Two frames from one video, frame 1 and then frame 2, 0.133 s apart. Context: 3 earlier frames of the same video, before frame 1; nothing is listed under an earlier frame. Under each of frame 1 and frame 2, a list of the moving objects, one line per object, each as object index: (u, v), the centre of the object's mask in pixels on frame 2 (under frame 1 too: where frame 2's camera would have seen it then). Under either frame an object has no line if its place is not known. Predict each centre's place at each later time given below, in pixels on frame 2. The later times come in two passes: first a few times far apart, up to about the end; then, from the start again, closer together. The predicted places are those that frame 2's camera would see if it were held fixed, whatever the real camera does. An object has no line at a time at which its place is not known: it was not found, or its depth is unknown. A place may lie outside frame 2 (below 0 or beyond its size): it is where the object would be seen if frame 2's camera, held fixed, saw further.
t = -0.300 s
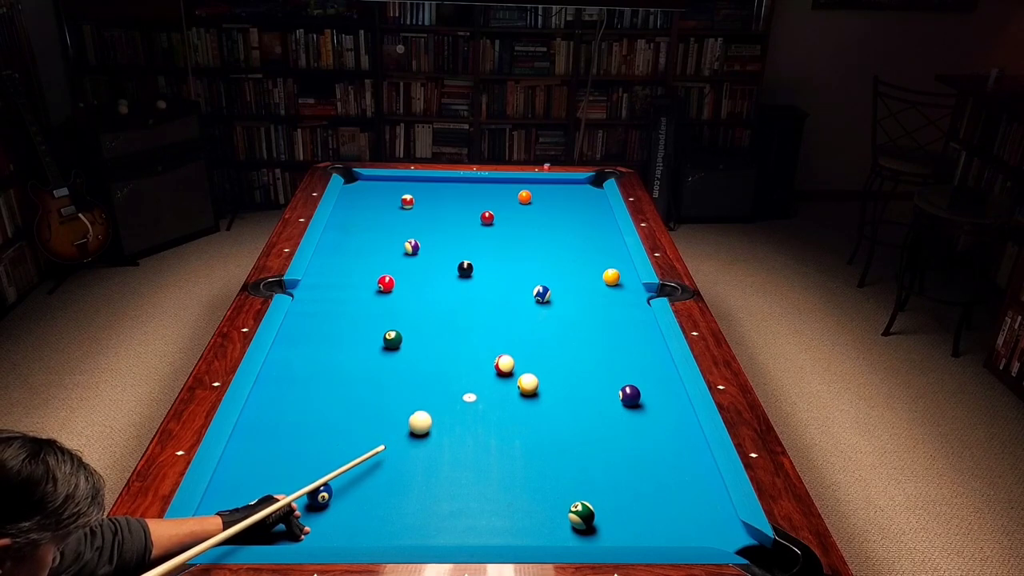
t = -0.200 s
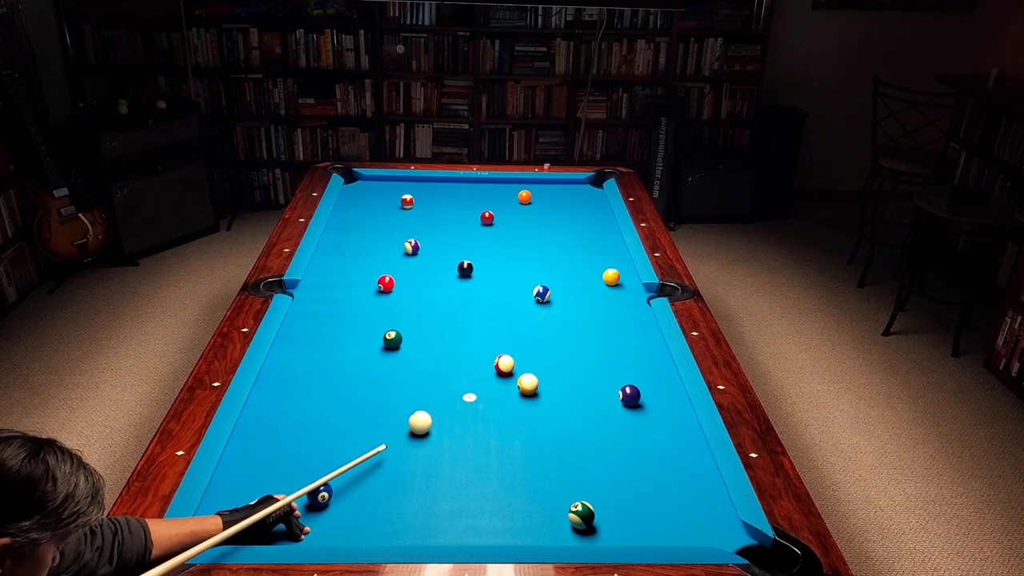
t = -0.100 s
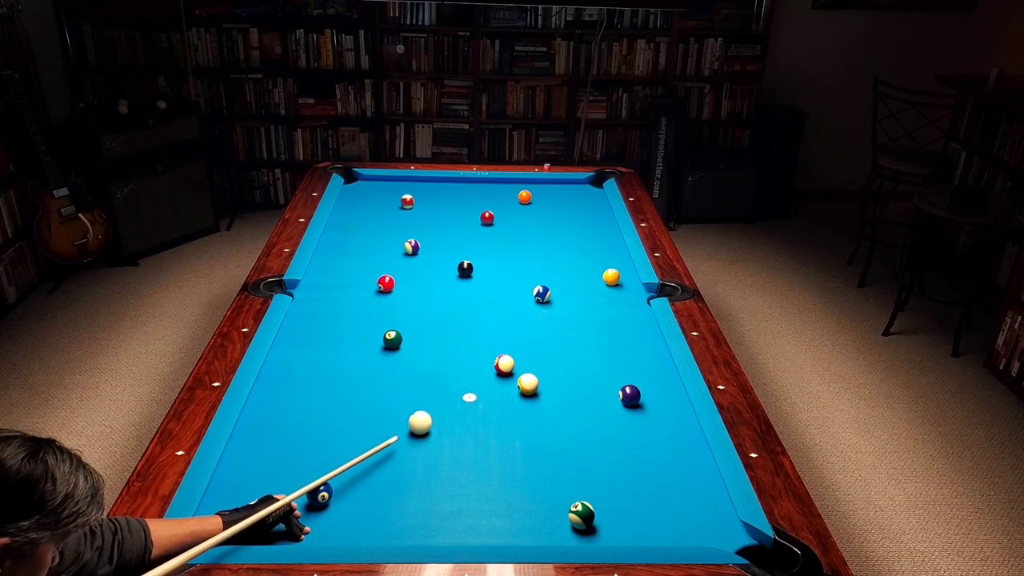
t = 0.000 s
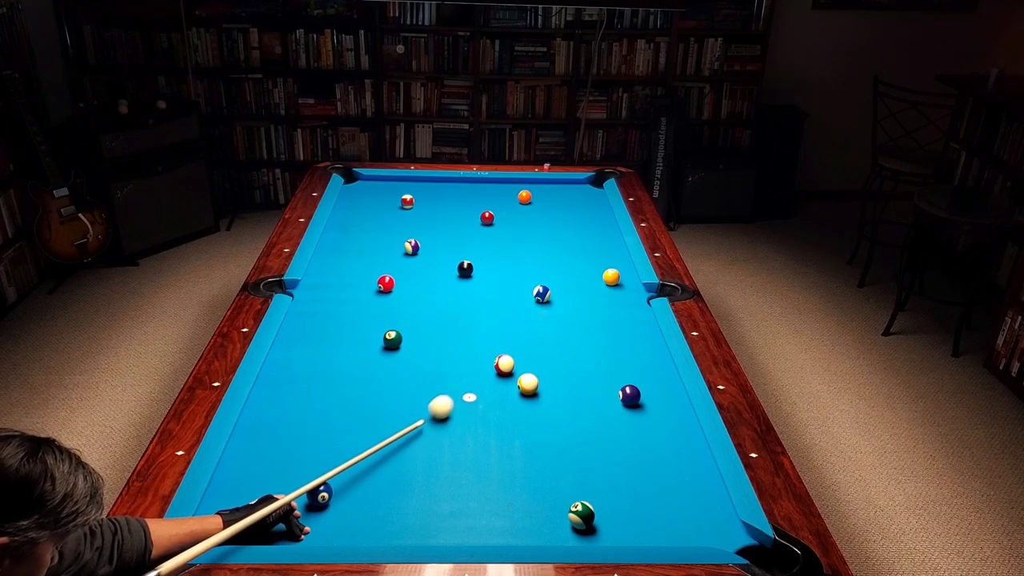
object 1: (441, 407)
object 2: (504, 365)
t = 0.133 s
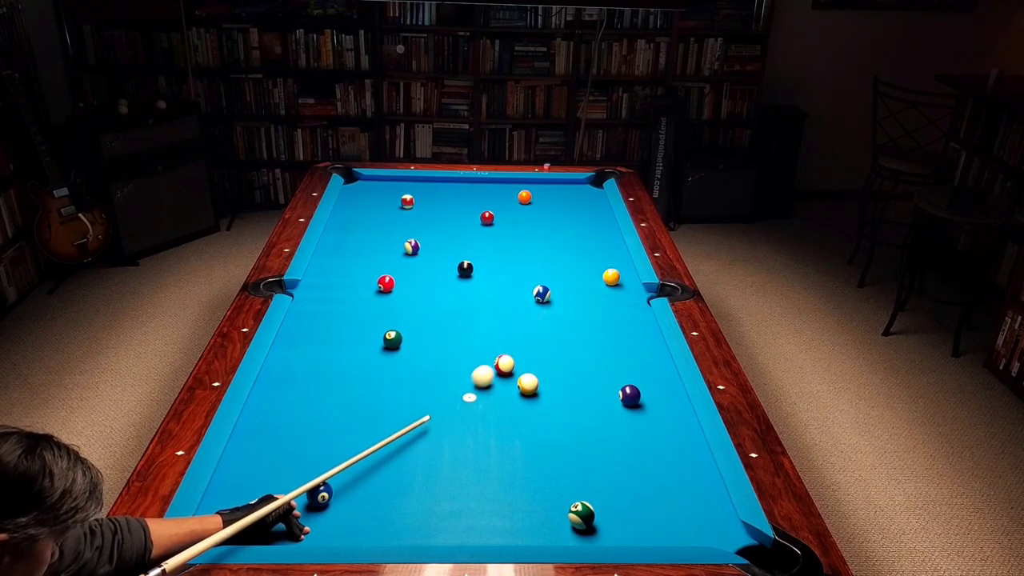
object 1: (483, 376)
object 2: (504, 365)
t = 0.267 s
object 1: (487, 366)
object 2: (530, 352)
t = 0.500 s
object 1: (488, 354)
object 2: (570, 333)
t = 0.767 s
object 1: (489, 341)
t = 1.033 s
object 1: (489, 331)
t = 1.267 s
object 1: (489, 322)
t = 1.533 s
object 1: (489, 314)
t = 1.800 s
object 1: (489, 307)
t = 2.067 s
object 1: (488, 302)
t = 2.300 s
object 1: (488, 297)
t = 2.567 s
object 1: (487, 294)
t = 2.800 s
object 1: (487, 291)
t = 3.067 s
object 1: (486, 289)
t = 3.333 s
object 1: (486, 287)
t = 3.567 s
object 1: (485, 287)
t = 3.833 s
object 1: (485, 287)
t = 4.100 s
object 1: (485, 287)
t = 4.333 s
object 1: (485, 287)
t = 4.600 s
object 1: (485, 287)
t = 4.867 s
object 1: (485, 287)
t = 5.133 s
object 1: (485, 287)
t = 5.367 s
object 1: (485, 287)
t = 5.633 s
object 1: (485, 287)
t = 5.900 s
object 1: (485, 287)
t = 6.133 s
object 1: (485, 287)
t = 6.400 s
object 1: (485, 287)
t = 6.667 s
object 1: (485, 287)
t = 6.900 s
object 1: (485, 287)
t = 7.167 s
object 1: (485, 287)
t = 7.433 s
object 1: (485, 287)
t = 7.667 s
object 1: (485, 287)
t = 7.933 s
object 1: (485, 287)
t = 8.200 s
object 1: (485, 287)
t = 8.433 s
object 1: (485, 287)
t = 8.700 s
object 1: (485, 287)
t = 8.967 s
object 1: (485, 287)
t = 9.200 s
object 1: (485, 287)
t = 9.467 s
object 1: (485, 287)
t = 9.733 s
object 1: (485, 287)
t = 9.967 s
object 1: (485, 287)
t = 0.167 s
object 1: (489, 371)
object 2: (507, 363)
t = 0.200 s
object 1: (487, 370)
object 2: (515, 359)
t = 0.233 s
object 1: (487, 368)
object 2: (523, 355)
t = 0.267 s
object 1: (487, 366)
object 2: (530, 352)
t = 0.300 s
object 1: (487, 364)
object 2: (536, 350)
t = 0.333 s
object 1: (488, 363)
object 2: (541, 346)
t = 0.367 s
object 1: (488, 361)
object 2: (548, 344)
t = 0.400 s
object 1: (488, 359)
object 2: (553, 341)
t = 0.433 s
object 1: (488, 357)
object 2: (559, 338)
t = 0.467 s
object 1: (488, 356)
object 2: (565, 336)
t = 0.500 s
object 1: (488, 354)
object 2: (570, 333)
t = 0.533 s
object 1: (488, 352)
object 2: (575, 330)
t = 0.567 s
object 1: (488, 350)
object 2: (581, 328)
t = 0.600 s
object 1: (489, 349)
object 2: (586, 325)
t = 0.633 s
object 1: (489, 347)
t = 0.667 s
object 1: (489, 346)
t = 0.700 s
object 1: (489, 344)
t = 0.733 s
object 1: (489, 343)
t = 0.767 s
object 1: (489, 341)
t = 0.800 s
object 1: (489, 340)
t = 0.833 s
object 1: (489, 339)
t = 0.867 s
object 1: (489, 337)
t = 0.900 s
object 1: (489, 336)
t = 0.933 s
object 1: (489, 334)
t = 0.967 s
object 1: (489, 333)
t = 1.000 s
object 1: (489, 332)
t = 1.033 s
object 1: (489, 331)
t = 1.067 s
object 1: (489, 330)
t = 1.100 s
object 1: (489, 328)
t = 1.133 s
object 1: (489, 327)
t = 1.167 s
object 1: (489, 326)
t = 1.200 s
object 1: (489, 325)
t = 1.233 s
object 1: (489, 324)
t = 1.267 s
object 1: (489, 322)
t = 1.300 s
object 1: (489, 322)
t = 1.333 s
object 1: (489, 320)
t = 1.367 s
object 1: (489, 319)
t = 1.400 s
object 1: (489, 318)
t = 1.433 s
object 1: (489, 317)
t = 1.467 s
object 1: (489, 316)
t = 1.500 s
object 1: (489, 315)
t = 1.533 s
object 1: (489, 314)
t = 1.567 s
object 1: (489, 313)
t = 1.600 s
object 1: (489, 312)
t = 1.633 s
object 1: (489, 312)
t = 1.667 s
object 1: (489, 311)
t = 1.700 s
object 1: (489, 310)
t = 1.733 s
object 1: (489, 309)
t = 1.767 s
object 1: (489, 308)
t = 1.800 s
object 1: (489, 307)
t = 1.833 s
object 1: (489, 307)
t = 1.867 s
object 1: (489, 306)
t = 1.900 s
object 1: (489, 305)
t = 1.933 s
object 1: (489, 304)
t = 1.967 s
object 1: (489, 304)
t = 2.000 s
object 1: (489, 302)
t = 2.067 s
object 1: (488, 302)
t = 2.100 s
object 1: (488, 301)
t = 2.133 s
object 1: (488, 300)
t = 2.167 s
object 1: (488, 300)
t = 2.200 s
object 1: (488, 299)
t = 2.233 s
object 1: (488, 299)
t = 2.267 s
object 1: (488, 298)
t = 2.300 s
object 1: (488, 297)
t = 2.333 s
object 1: (488, 297)
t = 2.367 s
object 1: (488, 296)
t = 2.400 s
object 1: (487, 296)
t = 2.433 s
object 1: (487, 295)
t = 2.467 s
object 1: (487, 295)
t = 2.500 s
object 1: (487, 294)
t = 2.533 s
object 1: (487, 294)
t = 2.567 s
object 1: (487, 294)
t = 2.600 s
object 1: (487, 293)
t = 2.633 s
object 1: (487, 293)
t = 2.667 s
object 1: (487, 292)
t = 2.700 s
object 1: (487, 292)
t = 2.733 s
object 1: (487, 292)
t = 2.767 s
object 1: (487, 291)
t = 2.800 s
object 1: (487, 291)
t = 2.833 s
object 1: (487, 291)
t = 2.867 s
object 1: (487, 290)
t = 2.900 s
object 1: (487, 290)
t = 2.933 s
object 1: (487, 290)
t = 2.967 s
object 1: (487, 289)
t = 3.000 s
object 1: (486, 289)
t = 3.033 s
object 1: (486, 289)
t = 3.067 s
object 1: (486, 289)
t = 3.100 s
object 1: (486, 289)
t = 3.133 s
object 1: (486, 288)
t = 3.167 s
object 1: (486, 288)
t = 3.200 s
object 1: (486, 288)
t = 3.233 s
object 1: (486, 288)
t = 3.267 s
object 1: (486, 288)
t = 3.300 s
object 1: (486, 288)
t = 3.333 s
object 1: (486, 287)
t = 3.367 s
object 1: (486, 287)
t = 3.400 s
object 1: (486, 287)
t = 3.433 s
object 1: (485, 287)
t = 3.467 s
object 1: (485, 287)
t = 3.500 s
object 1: (485, 287)
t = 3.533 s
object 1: (485, 287)
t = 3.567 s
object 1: (485, 287)
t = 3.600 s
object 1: (485, 287)
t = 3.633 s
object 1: (485, 287)
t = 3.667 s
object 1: (485, 287)
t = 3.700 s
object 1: (485, 287)
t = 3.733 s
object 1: (485, 287)
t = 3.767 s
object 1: (485, 287)
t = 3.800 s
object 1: (485, 287)
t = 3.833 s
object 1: (485, 287)
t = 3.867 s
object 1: (485, 287)
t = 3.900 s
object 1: (485, 287)
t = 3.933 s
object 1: (485, 287)
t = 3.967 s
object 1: (485, 287)
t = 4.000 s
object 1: (485, 287)
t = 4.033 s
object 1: (485, 287)
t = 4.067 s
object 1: (485, 287)
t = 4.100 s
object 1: (485, 287)
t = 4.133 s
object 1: (485, 287)
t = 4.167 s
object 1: (485, 287)
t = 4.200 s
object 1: (485, 287)
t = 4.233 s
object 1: (485, 287)
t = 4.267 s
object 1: (485, 287)
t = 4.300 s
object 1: (485, 287)
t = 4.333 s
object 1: (485, 287)
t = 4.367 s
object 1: (485, 287)
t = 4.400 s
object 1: (485, 287)
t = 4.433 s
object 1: (485, 287)
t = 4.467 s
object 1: (485, 287)
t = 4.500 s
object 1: (485, 287)
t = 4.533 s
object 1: (485, 287)
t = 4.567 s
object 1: (485, 287)
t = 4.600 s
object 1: (485, 287)
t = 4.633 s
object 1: (485, 287)
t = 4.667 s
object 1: (485, 287)
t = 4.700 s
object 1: (485, 287)
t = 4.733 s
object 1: (485, 287)
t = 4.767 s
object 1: (485, 287)
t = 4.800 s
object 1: (485, 287)
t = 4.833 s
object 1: (485, 287)
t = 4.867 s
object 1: (485, 287)
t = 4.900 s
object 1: (485, 287)
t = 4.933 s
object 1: (485, 287)
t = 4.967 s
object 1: (485, 287)
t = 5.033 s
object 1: (485, 287)
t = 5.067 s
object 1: (485, 287)
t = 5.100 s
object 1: (485, 287)
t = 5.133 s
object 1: (485, 287)
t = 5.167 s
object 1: (485, 287)
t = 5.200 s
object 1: (485, 287)
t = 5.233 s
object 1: (485, 287)
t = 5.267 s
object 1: (485, 287)
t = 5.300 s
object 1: (485, 287)
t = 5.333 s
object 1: (485, 287)
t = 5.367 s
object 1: (485, 287)
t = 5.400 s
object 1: (485, 287)
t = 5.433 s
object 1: (485, 287)
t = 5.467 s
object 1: (485, 287)
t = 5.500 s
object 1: (485, 287)
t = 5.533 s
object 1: (485, 287)
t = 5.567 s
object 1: (485, 287)
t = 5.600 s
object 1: (485, 287)
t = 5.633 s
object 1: (485, 287)
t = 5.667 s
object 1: (485, 287)
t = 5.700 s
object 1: (485, 287)
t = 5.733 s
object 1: (485, 287)
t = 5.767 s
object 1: (486, 287)
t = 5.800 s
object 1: (485, 287)
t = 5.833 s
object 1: (485, 287)
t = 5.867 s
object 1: (485, 287)
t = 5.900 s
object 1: (485, 287)
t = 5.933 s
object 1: (485, 287)
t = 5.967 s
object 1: (485, 287)
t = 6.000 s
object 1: (485, 287)
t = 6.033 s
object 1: (485, 287)
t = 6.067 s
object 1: (485, 287)
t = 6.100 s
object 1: (485, 287)
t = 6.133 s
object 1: (485, 287)
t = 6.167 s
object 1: (485, 287)
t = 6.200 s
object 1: (485, 287)
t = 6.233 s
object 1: (485, 287)
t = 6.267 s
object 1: (485, 287)
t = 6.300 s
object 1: (485, 287)
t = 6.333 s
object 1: (485, 287)
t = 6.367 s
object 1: (485, 287)
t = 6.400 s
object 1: (485, 287)
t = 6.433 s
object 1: (485, 287)
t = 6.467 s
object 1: (485, 287)
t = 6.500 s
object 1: (485, 287)
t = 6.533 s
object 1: (485, 287)
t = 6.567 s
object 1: (485, 287)
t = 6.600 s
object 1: (485, 287)
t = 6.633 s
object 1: (485, 287)
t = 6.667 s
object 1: (485, 287)
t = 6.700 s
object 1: (485, 287)
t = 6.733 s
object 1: (485, 287)
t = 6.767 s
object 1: (485, 287)
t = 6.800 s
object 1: (485, 287)
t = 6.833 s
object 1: (485, 287)
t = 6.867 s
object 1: (485, 287)
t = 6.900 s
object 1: (485, 287)
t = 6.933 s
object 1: (485, 287)
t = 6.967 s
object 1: (485, 287)
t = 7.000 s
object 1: (485, 287)
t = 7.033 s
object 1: (485, 287)
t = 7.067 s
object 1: (485, 287)
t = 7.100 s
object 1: (485, 287)
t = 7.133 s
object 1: (485, 287)
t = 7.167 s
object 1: (485, 287)
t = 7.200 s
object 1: (485, 287)
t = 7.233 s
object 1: (485, 287)
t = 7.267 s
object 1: (485, 287)
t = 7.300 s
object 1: (485, 287)
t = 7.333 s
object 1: (485, 287)
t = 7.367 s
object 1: (485, 287)
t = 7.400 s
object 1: (485, 287)
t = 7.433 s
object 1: (485, 287)
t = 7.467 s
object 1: (485, 287)
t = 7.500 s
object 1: (485, 287)
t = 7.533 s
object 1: (485, 287)
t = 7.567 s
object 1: (485, 287)
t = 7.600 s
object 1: (485, 287)
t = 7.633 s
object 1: (485, 287)
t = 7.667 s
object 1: (485, 287)
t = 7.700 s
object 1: (485, 287)
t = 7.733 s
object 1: (485, 287)
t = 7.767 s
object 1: (485, 287)
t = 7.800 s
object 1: (485, 287)
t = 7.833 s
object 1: (485, 287)
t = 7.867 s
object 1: (485, 287)
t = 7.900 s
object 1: (485, 287)
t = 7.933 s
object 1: (485, 287)
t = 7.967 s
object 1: (485, 287)
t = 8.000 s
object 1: (486, 287)
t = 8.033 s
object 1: (485, 287)
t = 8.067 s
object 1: (485, 287)
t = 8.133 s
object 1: (485, 287)
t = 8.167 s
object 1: (485, 287)
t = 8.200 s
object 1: (485, 287)
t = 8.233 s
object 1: (485, 287)
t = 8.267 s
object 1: (485, 287)
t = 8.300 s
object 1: (485, 287)
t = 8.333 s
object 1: (485, 287)
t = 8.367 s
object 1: (485, 287)
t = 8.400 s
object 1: (485, 287)
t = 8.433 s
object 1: (485, 287)
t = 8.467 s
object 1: (485, 287)
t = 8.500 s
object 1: (485, 287)
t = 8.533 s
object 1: (485, 287)
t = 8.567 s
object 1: (485, 287)
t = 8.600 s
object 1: (486, 287)
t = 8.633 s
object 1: (486, 287)
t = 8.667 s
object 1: (485, 287)
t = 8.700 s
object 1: (485, 287)
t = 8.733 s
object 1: (485, 287)
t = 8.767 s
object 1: (486, 287)
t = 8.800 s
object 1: (485, 287)
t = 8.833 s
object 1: (486, 287)
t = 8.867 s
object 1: (485, 287)
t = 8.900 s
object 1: (486, 287)
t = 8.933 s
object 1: (486, 287)
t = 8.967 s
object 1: (485, 287)
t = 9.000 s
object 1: (485, 287)
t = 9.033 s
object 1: (485, 287)
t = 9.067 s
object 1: (485, 287)
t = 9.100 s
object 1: (485, 287)
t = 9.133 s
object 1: (485, 287)
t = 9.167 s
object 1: (485, 287)
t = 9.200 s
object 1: (485, 287)
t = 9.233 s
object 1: (485, 287)
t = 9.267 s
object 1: (485, 287)
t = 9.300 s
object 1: (485, 287)
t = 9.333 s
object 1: (485, 287)
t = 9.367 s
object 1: (485, 287)
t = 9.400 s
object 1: (485, 287)
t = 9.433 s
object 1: (485, 287)
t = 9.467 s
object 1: (485, 287)
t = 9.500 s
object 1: (485, 287)
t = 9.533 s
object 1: (485, 287)
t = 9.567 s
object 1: (485, 287)
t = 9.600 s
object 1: (485, 287)
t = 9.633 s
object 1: (485, 287)
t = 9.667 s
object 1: (485, 287)
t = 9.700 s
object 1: (485, 287)
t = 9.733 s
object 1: (485, 287)
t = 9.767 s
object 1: (485, 287)
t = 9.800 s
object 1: (485, 287)
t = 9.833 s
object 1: (485, 287)
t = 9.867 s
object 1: (485, 287)
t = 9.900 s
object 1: (485, 287)
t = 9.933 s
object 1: (485, 287)
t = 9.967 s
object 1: (485, 287)
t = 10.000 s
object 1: (485, 287)
